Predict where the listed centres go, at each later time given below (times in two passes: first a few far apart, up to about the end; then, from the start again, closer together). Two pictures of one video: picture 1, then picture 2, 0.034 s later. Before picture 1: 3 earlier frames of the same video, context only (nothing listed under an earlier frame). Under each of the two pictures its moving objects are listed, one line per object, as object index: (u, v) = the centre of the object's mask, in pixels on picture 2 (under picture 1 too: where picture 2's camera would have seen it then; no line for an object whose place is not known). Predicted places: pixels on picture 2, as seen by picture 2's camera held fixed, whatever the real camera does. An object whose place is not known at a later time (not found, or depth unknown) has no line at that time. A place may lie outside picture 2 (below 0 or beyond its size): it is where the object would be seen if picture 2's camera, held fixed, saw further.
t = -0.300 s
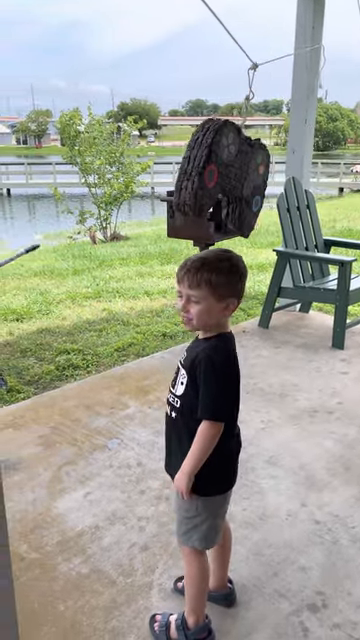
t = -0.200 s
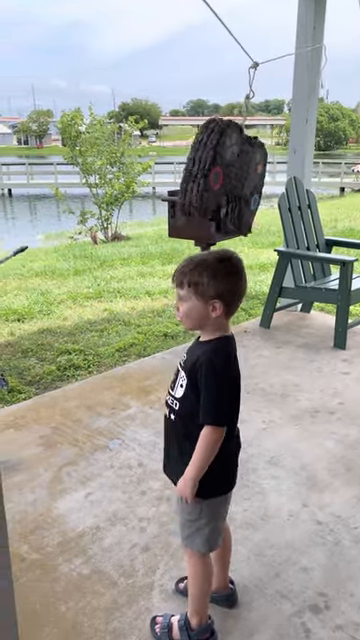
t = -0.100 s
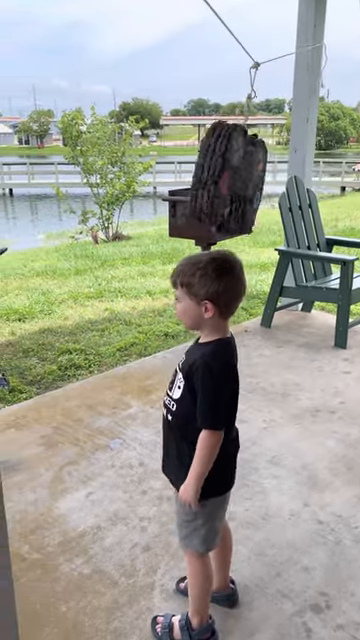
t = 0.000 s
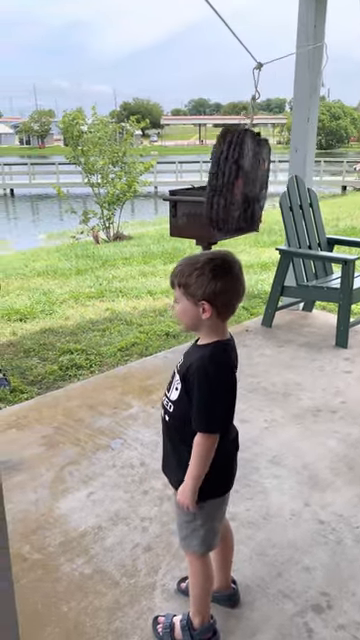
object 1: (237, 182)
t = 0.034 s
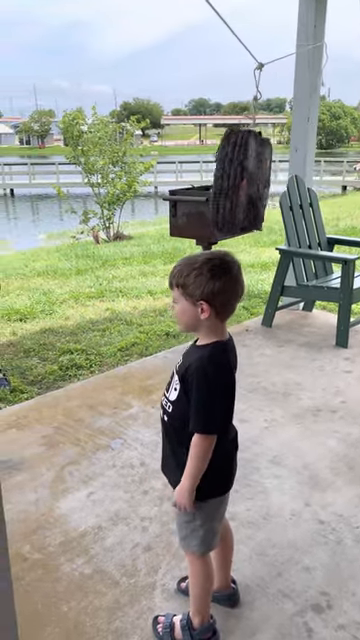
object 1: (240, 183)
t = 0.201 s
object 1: (261, 184)
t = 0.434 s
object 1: (290, 179)
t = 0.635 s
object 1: (300, 176)
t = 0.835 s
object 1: (293, 178)
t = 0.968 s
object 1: (283, 181)
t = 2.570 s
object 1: (292, 176)
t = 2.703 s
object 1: (283, 177)
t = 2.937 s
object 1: (265, 181)
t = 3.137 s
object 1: (255, 184)
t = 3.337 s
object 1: (251, 184)
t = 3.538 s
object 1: (258, 180)
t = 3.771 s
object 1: (268, 182)
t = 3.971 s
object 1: (277, 181)
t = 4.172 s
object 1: (281, 176)
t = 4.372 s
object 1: (279, 175)
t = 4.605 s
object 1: (269, 178)
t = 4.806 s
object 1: (257, 184)
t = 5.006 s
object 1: (250, 179)
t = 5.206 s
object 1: (248, 178)
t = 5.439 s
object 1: (252, 181)
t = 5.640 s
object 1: (260, 181)
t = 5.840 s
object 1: (268, 177)
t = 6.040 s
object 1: (273, 177)
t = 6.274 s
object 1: (271, 181)
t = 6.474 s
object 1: (263, 181)
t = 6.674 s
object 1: (254, 178)
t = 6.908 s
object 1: (247, 180)
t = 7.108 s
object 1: (246, 182)
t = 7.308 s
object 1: (255, 181)
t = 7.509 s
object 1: (266, 177)
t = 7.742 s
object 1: (276, 178)
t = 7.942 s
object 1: (277, 182)
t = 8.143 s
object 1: (270, 182)
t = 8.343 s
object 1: (259, 181)
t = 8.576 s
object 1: (248, 181)
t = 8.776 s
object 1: (246, 180)
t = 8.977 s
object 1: (253, 178)
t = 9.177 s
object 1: (267, 178)
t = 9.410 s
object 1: (281, 179)
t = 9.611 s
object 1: (284, 178)
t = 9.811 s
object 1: (279, 179)
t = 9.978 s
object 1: (268, 180)
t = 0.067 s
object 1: (244, 183)
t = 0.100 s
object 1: (248, 183)
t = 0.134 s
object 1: (253, 183)
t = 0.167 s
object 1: (257, 184)
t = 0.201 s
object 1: (261, 184)
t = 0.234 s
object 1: (265, 184)
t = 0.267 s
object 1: (270, 185)
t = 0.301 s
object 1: (274, 184)
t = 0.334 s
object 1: (279, 183)
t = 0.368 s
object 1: (283, 183)
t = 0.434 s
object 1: (290, 179)
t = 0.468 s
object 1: (292, 179)
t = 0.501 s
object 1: (294, 178)
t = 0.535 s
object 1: (296, 177)
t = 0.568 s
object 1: (298, 176)
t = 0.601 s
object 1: (299, 176)
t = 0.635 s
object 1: (300, 176)
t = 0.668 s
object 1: (300, 175)
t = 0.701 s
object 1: (299, 176)
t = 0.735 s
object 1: (298, 176)
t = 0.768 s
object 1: (297, 177)
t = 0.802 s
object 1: (295, 177)
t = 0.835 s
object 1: (293, 178)
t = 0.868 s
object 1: (291, 179)
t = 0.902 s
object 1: (291, 180)
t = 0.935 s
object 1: (286, 180)
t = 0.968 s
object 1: (283, 181)
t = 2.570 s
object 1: (292, 176)
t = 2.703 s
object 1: (283, 177)
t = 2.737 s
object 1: (280, 177)
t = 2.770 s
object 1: (277, 177)
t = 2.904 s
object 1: (267, 180)
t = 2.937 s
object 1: (265, 181)
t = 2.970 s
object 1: (263, 183)
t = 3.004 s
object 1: (260, 183)
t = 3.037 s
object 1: (259, 184)
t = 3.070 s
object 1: (257, 185)
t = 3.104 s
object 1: (256, 185)
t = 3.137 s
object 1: (255, 184)
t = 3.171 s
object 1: (253, 185)
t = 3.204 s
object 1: (252, 186)
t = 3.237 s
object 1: (252, 187)
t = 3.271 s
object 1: (252, 187)
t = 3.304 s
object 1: (252, 185)
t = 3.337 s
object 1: (251, 184)
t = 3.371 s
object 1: (253, 181)
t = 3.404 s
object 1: (254, 181)
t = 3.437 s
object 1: (254, 180)
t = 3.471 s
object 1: (256, 180)
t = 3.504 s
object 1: (256, 180)
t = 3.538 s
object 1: (258, 180)
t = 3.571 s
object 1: (259, 180)
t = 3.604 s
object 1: (260, 180)
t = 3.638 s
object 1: (262, 181)
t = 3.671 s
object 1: (263, 181)
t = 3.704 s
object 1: (265, 181)
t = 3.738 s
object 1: (266, 182)
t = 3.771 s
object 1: (268, 182)
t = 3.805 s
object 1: (269, 182)
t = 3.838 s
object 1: (271, 183)
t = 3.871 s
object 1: (273, 183)
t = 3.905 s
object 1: (275, 182)
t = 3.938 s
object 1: (276, 182)
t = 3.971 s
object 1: (277, 181)
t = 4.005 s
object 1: (278, 180)
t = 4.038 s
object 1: (279, 179)
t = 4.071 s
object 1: (280, 178)
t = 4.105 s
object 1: (281, 177)
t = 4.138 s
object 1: (281, 177)
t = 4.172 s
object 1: (281, 176)
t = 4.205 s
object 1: (281, 176)
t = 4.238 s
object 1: (281, 175)
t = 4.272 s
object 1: (281, 175)
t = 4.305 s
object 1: (280, 175)
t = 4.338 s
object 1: (280, 175)
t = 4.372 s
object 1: (279, 175)
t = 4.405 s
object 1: (278, 175)
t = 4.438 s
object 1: (276, 175)
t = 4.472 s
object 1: (275, 175)
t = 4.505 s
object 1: (273, 176)
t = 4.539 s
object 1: (272, 177)
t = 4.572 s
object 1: (270, 177)
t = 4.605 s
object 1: (269, 178)
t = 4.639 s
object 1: (267, 179)
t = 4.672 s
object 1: (265, 181)
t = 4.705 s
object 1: (263, 182)
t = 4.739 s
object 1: (261, 183)
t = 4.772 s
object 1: (259, 183)
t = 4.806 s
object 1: (257, 184)
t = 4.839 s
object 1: (256, 183)
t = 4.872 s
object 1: (254, 182)
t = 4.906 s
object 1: (253, 182)
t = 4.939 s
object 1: (252, 181)
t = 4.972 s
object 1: (251, 179)
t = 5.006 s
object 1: (250, 179)
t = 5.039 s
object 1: (249, 178)
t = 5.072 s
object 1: (249, 178)
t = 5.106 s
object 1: (249, 177)
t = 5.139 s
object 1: (248, 177)
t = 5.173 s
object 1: (248, 177)
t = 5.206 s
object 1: (248, 178)
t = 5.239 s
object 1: (248, 178)
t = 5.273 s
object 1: (248, 178)
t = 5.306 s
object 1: (249, 179)
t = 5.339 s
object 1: (249, 179)
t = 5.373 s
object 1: (250, 180)
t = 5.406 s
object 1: (251, 181)
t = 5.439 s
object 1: (252, 181)
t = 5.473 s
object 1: (253, 181)
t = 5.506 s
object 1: (254, 182)
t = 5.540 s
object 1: (255, 182)
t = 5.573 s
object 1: (257, 181)
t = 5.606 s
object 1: (258, 181)
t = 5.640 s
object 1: (260, 181)
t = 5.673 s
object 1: (261, 180)
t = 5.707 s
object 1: (262, 179)
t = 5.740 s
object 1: (264, 179)
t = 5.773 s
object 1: (265, 178)
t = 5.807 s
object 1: (267, 178)
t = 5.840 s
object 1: (268, 177)
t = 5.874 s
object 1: (269, 177)
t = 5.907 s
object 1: (270, 176)
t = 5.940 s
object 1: (271, 176)
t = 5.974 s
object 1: (272, 177)
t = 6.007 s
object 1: (273, 177)
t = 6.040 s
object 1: (273, 177)
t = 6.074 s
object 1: (273, 178)
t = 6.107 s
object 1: (273, 178)
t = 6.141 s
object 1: (273, 179)
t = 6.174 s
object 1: (273, 180)
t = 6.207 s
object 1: (272, 180)
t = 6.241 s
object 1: (271, 180)
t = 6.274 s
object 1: (271, 181)
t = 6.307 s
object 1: (270, 182)
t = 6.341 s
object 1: (269, 182)
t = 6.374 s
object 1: (268, 182)
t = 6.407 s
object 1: (266, 182)
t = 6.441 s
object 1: (264, 181)
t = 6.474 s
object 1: (263, 181)
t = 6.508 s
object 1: (261, 181)
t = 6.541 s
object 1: (260, 180)
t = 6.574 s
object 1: (258, 180)
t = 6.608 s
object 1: (256, 179)
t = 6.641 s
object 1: (255, 179)
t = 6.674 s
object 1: (254, 178)
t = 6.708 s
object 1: (252, 178)
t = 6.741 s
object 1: (251, 178)
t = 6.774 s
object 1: (250, 178)
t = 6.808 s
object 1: (249, 179)
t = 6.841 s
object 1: (248, 179)
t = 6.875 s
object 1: (247, 179)
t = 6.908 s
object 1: (247, 180)
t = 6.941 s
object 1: (246, 180)
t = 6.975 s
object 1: (246, 181)
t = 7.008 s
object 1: (246, 181)
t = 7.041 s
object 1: (246, 182)
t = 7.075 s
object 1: (246, 182)
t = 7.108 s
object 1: (246, 182)
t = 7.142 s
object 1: (248, 181)
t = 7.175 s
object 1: (249, 182)
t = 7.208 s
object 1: (250, 182)
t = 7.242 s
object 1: (252, 181)
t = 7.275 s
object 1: (253, 181)
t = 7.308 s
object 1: (255, 181)
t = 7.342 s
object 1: (257, 180)
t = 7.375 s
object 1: (258, 180)
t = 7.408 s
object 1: (260, 179)
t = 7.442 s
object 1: (263, 179)
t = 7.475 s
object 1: (265, 177)
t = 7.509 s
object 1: (266, 177)
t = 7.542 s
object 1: (268, 177)
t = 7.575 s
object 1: (270, 177)
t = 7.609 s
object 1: (272, 177)
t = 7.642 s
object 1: (273, 178)
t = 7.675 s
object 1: (275, 177)
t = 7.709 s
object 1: (275, 177)
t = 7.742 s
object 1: (276, 178)
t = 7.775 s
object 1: (277, 178)
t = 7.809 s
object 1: (277, 178)
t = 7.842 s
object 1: (277, 179)
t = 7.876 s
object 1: (278, 180)
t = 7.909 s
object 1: (278, 180)
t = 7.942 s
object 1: (277, 182)
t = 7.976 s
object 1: (277, 183)
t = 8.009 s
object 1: (276, 183)
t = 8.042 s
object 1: (275, 183)
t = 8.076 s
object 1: (274, 183)
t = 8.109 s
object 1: (272, 183)
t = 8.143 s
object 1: (270, 182)
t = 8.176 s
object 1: (268, 182)
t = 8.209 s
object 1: (267, 181)
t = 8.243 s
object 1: (265, 182)
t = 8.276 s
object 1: (263, 182)
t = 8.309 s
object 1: (261, 181)
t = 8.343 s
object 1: (259, 181)
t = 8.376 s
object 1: (257, 182)
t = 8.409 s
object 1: (256, 182)
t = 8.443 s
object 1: (254, 182)
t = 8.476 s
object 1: (252, 181)
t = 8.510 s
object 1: (251, 182)
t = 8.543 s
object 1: (249, 181)
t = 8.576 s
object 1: (248, 181)
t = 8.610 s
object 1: (247, 182)
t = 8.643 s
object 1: (247, 181)
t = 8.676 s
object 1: (246, 181)
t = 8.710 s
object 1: (246, 181)
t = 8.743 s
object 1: (246, 181)
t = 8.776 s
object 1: (246, 180)
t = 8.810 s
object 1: (247, 180)
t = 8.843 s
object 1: (248, 179)
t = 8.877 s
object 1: (249, 179)
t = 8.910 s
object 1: (250, 178)
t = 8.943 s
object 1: (252, 177)
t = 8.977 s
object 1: (253, 178)
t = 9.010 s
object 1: (255, 177)
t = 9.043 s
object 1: (257, 178)
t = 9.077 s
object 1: (259, 177)
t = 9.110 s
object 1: (262, 178)
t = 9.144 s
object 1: (264, 178)
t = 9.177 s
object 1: (267, 178)
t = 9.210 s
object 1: (269, 178)
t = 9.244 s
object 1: (272, 178)
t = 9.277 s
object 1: (273, 178)
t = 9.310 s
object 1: (276, 178)
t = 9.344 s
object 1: (277, 179)
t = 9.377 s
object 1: (279, 179)
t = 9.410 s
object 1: (281, 179)
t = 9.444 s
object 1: (282, 179)
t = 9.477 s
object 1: (283, 179)
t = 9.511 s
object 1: (284, 178)
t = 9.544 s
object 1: (284, 178)
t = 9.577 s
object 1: (285, 178)
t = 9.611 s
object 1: (284, 178)
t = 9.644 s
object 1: (284, 178)
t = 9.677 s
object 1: (284, 178)
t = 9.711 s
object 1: (283, 178)
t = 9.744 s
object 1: (282, 178)
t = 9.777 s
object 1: (280, 178)
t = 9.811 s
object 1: (279, 179)
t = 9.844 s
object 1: (277, 179)
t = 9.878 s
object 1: (274, 179)
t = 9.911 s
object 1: (272, 179)
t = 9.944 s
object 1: (270, 179)
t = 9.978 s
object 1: (268, 180)
